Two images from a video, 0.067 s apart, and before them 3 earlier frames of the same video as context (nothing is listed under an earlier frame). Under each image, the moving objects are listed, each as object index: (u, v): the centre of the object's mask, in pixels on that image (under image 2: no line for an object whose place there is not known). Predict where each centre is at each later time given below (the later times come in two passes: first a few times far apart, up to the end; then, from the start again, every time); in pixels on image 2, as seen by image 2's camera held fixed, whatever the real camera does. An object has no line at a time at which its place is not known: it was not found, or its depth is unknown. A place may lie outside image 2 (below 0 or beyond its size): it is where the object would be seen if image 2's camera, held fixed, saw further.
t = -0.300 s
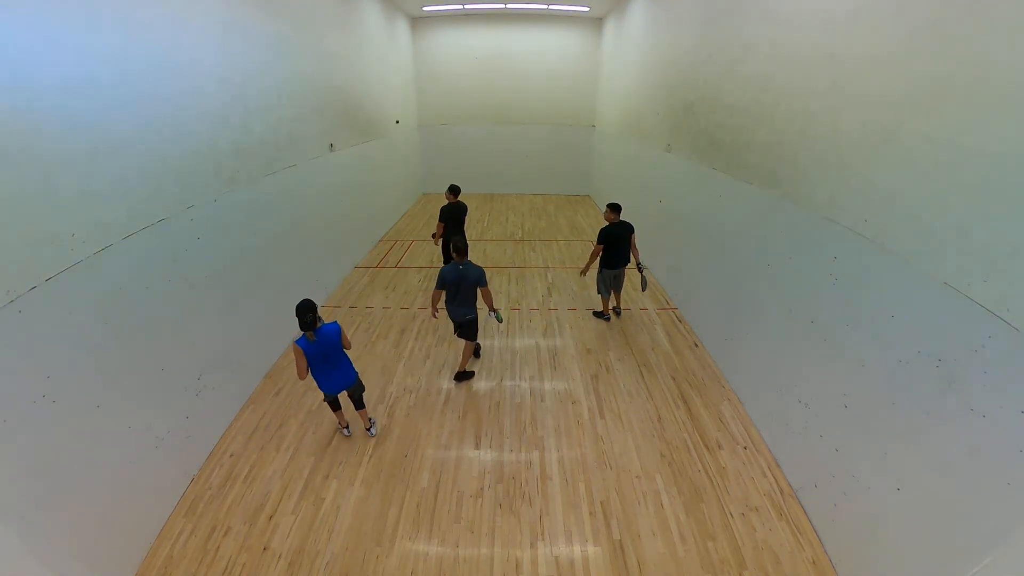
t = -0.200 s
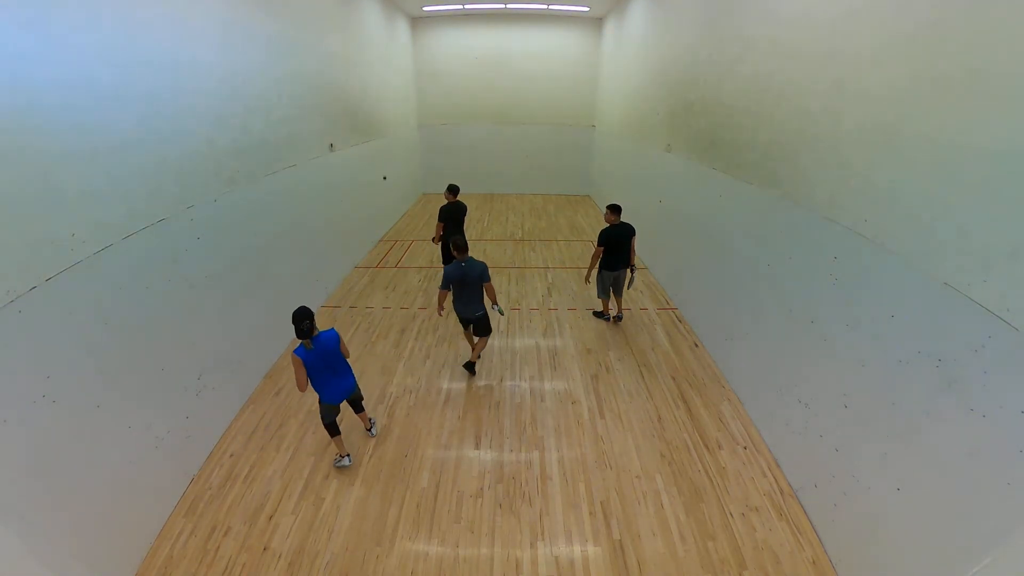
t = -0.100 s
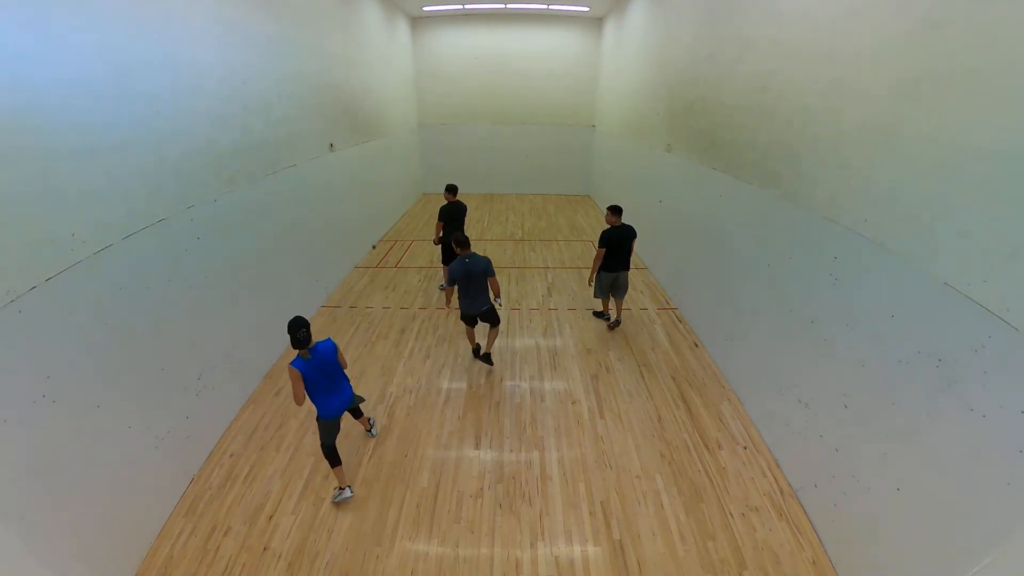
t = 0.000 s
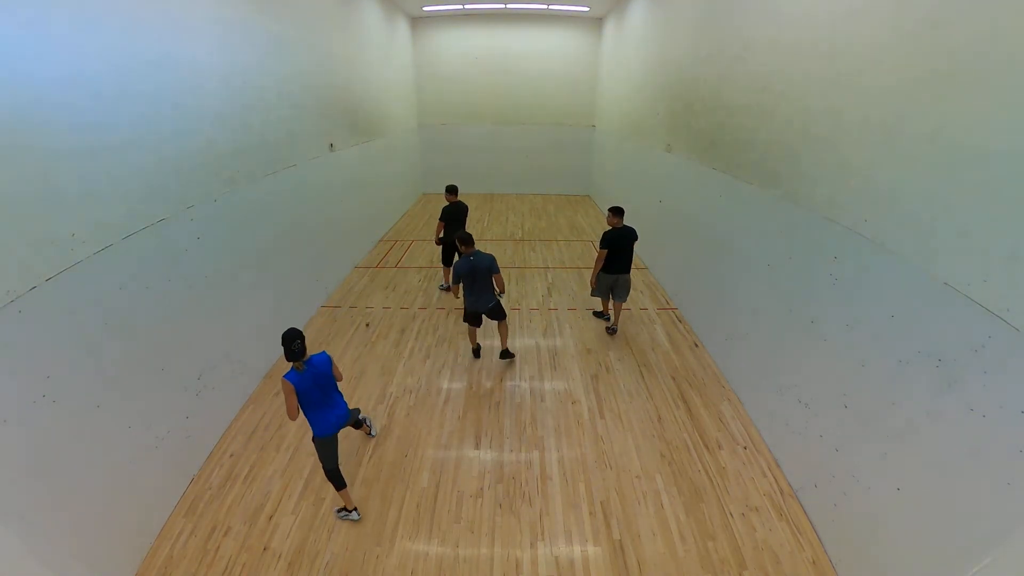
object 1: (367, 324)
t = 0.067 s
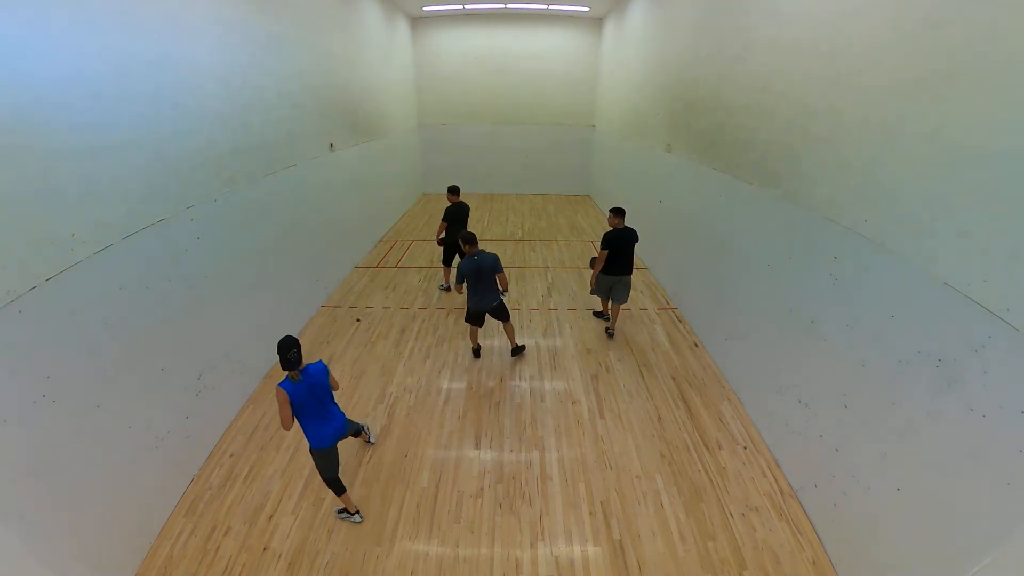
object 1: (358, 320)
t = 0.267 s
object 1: (324, 257)
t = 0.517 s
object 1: (282, 200)
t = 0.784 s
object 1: (245, 195)
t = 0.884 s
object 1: (236, 212)
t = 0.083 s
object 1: (355, 315)
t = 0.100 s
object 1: (352, 309)
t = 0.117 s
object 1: (349, 304)
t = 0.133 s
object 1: (346, 299)
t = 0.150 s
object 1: (344, 293)
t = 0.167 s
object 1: (341, 288)
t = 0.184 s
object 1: (338, 283)
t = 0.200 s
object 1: (335, 278)
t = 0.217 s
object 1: (332, 272)
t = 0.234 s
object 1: (329, 267)
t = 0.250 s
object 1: (326, 262)
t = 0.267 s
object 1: (324, 257)
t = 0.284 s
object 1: (321, 253)
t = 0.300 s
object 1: (318, 248)
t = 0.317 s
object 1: (315, 243)
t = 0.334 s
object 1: (312, 239)
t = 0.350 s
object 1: (309, 234)
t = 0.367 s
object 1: (307, 230)
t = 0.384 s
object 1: (304, 226)
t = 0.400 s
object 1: (301, 222)
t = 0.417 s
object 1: (298, 219)
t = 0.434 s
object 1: (295, 215)
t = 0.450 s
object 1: (293, 212)
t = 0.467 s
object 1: (290, 209)
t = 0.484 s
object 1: (288, 206)
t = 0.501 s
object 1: (285, 203)
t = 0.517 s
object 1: (282, 200)
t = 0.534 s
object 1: (280, 198)
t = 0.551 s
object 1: (277, 196)
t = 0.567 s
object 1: (275, 194)
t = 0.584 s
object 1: (272, 192)
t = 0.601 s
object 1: (270, 191)
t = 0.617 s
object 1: (267, 190)
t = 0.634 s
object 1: (265, 189)
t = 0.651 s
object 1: (263, 189)
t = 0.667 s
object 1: (260, 188)
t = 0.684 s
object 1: (258, 188)
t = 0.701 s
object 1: (256, 189)
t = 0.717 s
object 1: (254, 189)
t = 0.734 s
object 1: (251, 190)
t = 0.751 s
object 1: (249, 191)
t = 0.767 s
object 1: (247, 193)
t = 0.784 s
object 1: (245, 195)
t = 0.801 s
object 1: (244, 197)
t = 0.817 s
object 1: (242, 200)
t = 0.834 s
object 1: (240, 202)
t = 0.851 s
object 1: (239, 205)
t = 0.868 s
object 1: (237, 209)
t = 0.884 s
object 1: (236, 212)
